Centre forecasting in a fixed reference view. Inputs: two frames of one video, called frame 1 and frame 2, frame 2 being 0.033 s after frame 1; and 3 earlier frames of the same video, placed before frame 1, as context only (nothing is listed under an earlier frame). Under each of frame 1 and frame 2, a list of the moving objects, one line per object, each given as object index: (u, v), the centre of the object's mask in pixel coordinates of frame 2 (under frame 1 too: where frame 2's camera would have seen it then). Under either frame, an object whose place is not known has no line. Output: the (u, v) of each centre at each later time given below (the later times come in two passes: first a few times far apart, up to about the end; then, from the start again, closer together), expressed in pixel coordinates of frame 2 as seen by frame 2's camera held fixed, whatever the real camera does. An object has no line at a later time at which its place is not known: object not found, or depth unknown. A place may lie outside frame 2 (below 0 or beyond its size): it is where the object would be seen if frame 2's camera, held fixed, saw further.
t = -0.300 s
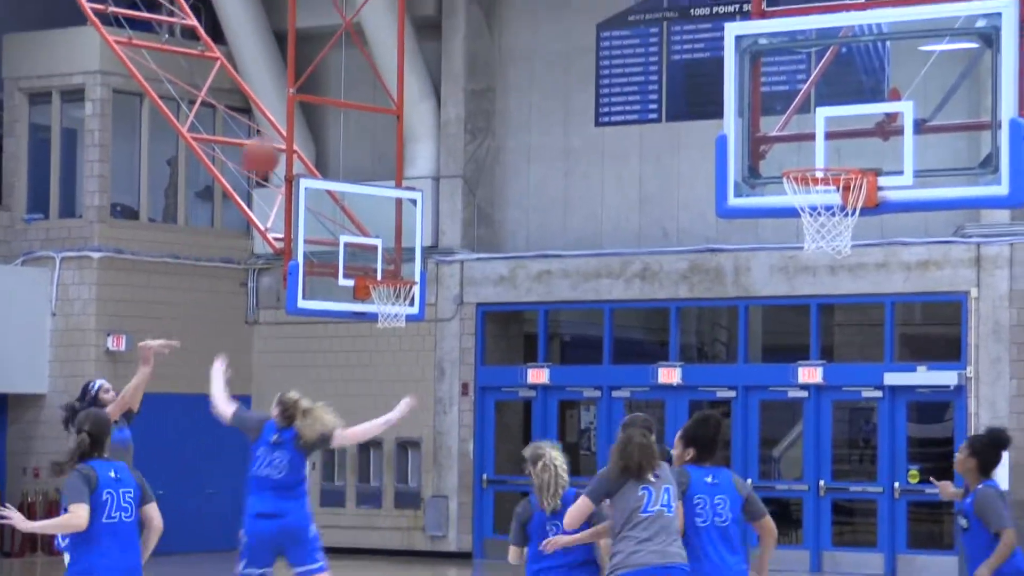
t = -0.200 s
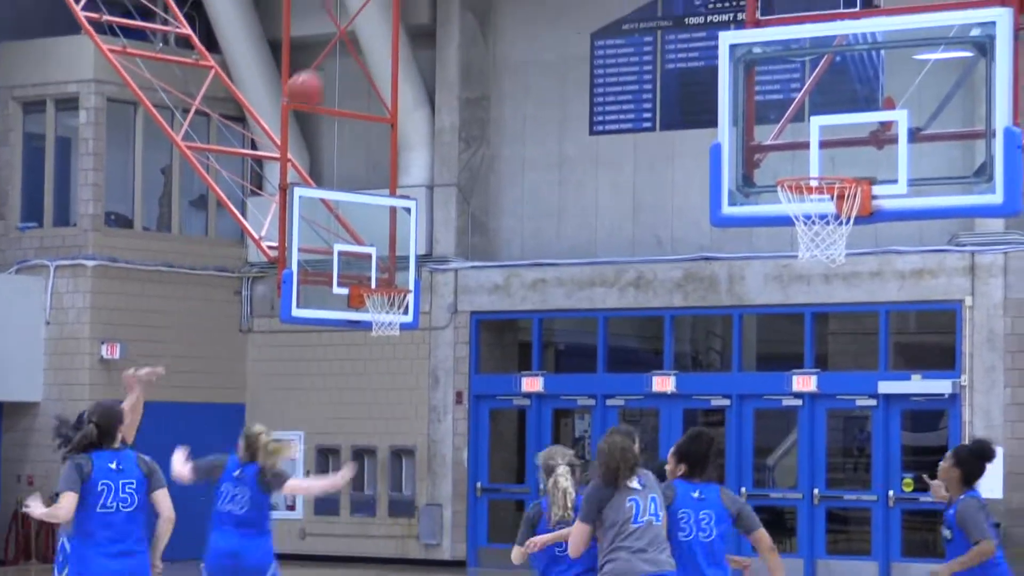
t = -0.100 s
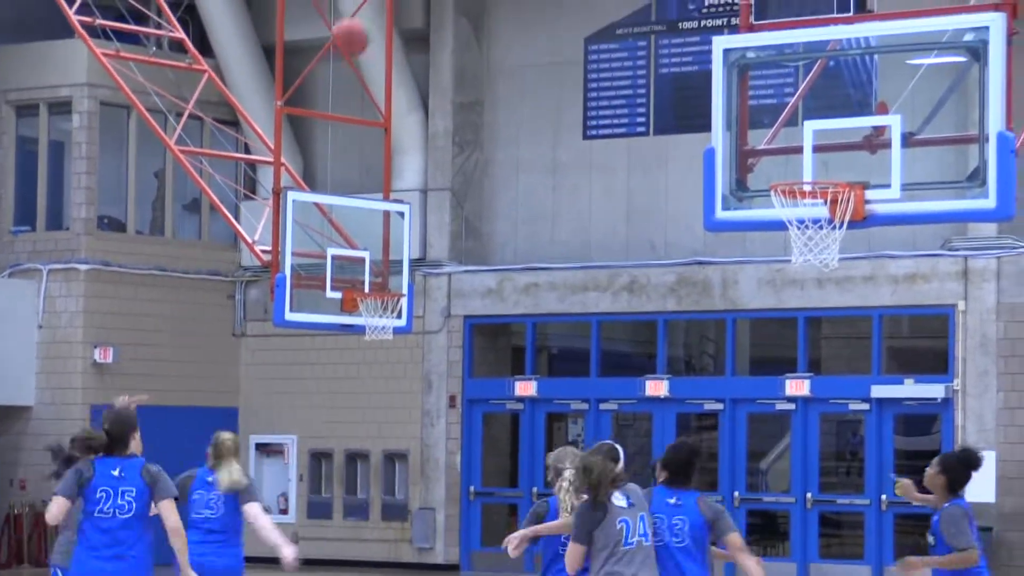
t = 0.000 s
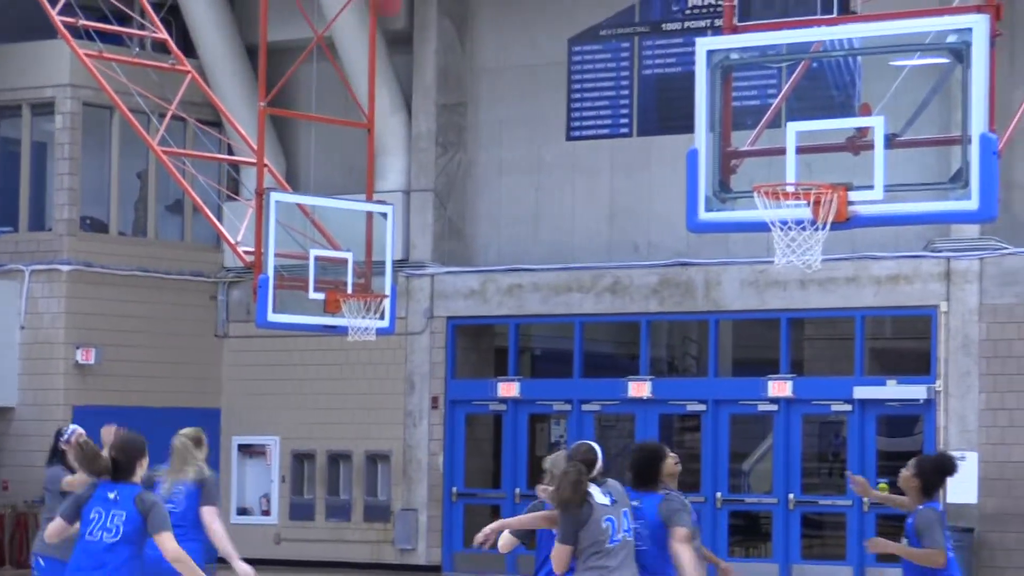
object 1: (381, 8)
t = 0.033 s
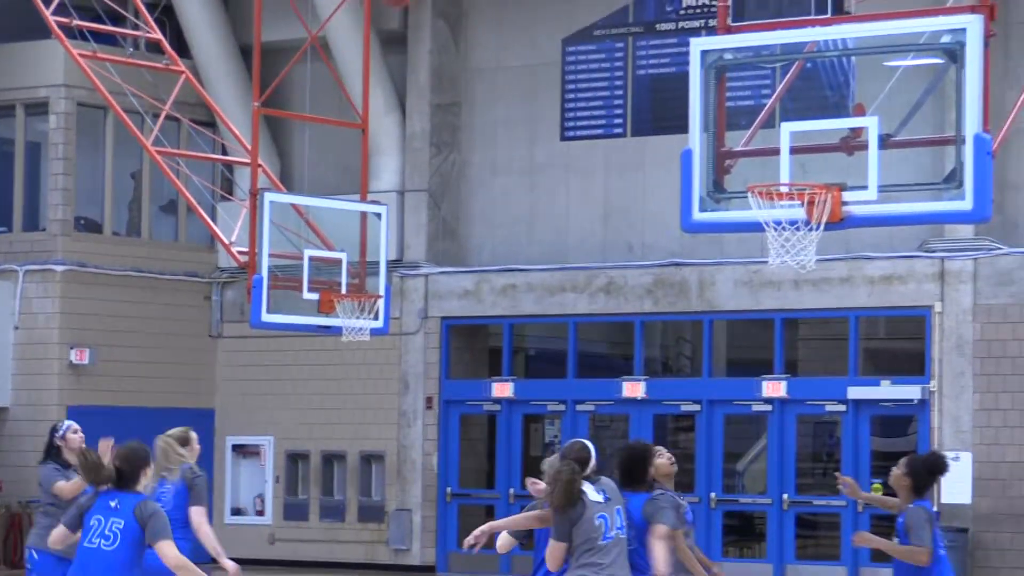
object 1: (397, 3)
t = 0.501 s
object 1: (640, 37)
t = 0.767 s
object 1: (751, 138)
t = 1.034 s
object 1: (768, 81)
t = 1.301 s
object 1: (784, 149)
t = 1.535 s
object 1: (796, 269)
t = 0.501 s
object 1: (640, 37)
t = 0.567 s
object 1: (675, 75)
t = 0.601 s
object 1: (693, 97)
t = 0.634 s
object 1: (713, 122)
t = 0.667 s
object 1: (731, 149)
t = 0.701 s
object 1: (747, 170)
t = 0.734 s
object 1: (749, 156)
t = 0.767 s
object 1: (751, 138)
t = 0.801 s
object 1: (753, 124)
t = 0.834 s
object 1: (755, 113)
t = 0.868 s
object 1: (758, 104)
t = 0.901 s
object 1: (760, 94)
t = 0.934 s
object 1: (762, 88)
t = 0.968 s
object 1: (764, 84)
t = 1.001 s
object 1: (766, 81)
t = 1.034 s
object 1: (768, 81)
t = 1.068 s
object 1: (770, 82)
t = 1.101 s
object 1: (772, 85)
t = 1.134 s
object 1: (774, 91)
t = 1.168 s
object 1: (776, 98)
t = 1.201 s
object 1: (778, 108)
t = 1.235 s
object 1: (780, 119)
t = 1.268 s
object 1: (782, 132)
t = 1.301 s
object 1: (784, 149)
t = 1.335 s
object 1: (785, 165)
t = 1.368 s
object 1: (787, 176)
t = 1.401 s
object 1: (785, 208)
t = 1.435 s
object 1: (791, 229)
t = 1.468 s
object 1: (793, 243)
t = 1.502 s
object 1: (795, 257)
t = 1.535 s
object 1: (796, 269)
